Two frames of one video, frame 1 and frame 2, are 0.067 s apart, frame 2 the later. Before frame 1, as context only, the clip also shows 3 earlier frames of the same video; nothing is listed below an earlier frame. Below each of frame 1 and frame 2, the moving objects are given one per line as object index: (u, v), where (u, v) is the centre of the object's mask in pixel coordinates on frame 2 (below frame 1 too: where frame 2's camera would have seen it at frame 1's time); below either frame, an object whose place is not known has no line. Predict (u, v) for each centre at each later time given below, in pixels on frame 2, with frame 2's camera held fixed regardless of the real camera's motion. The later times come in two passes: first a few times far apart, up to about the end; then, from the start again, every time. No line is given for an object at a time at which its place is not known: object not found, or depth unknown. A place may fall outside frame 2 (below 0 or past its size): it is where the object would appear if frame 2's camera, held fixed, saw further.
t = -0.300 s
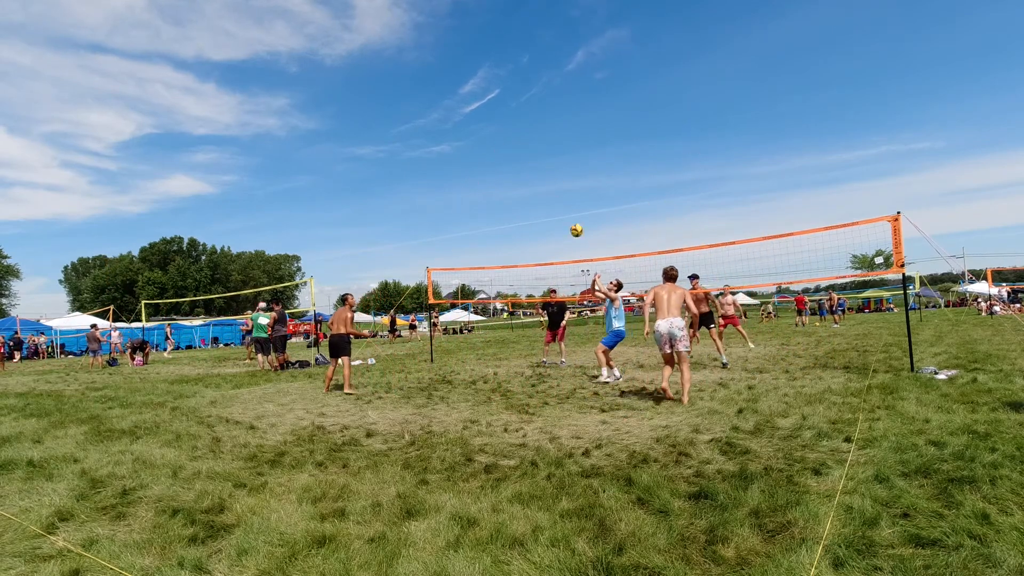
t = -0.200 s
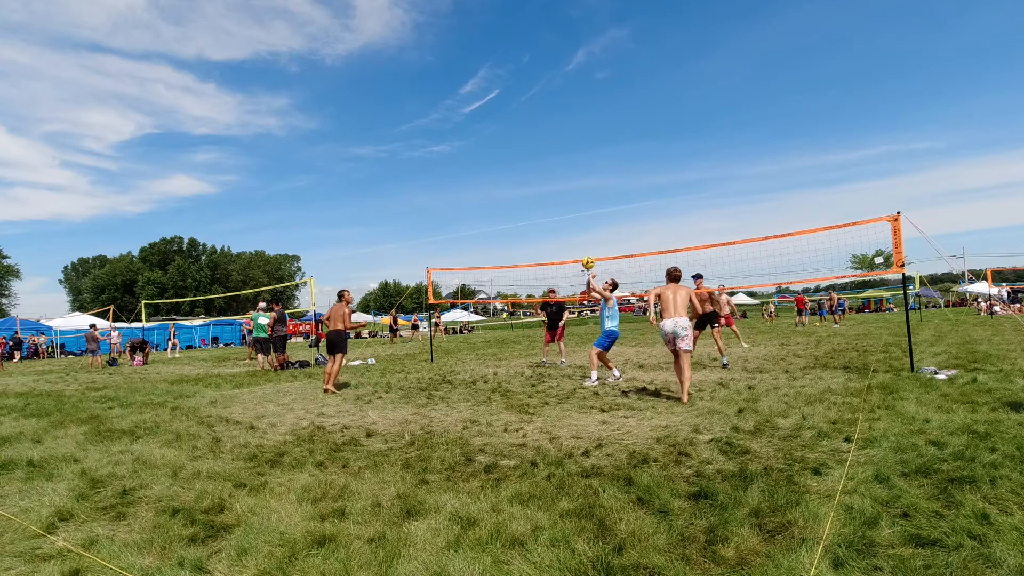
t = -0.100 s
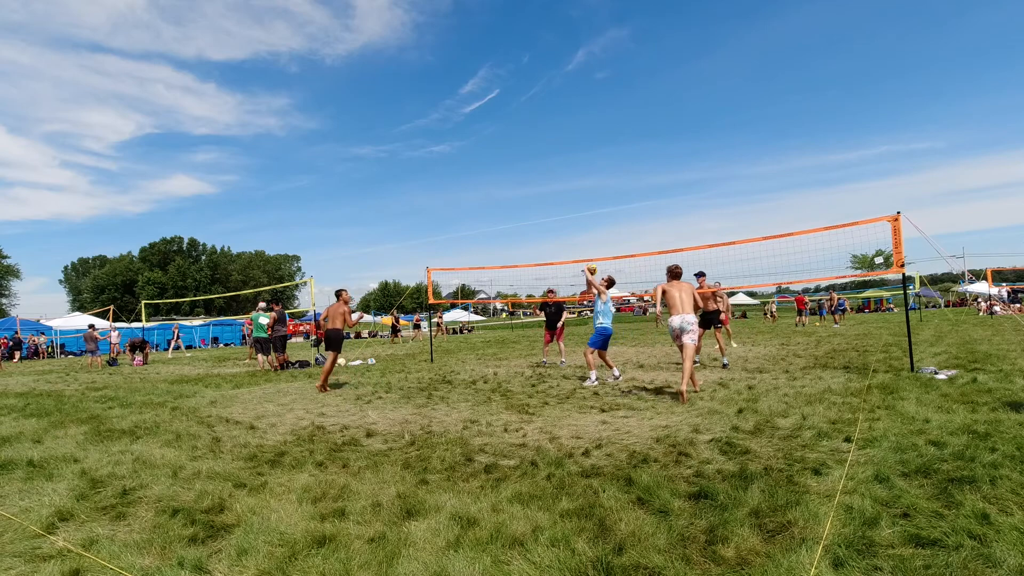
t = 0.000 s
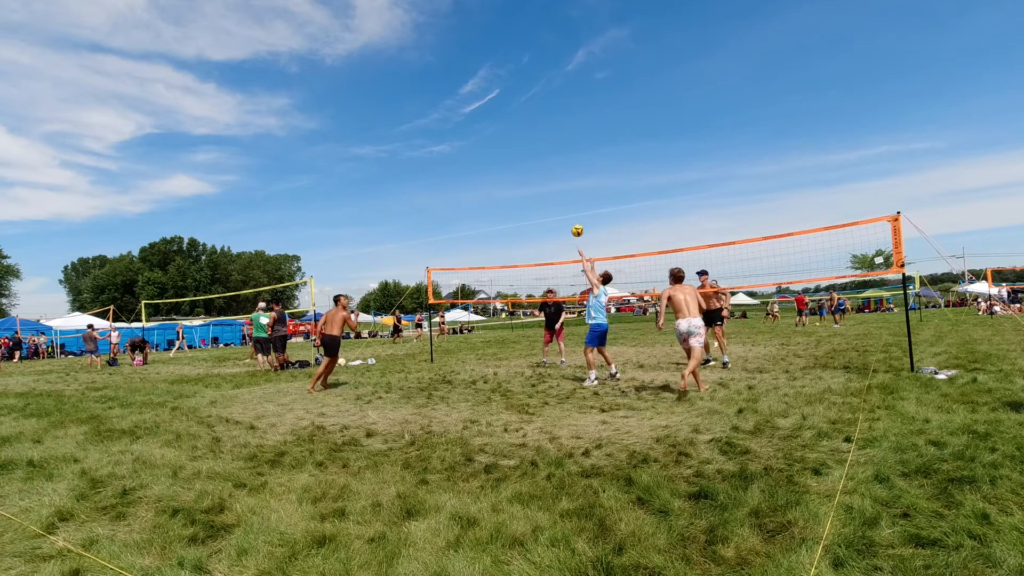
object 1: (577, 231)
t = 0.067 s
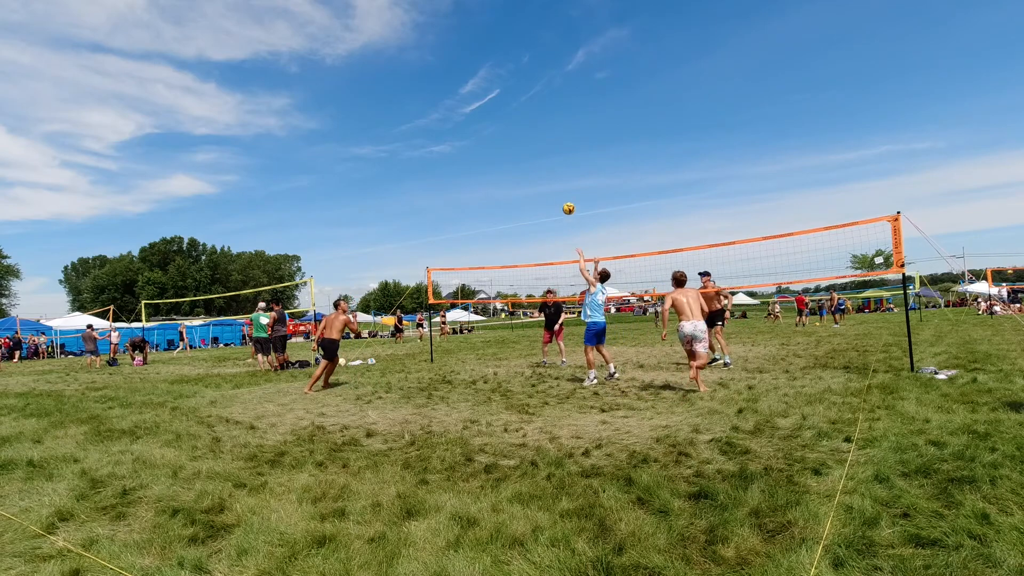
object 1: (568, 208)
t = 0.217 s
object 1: (550, 171)
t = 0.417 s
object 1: (528, 143)
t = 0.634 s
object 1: (507, 138)
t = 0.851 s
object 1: (489, 158)
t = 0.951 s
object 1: (481, 174)
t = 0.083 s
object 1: (566, 204)
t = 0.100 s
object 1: (564, 199)
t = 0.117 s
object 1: (562, 194)
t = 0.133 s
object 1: (560, 190)
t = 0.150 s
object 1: (558, 186)
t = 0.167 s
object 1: (556, 182)
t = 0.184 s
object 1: (554, 178)
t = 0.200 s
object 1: (552, 174)
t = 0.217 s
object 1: (550, 171)
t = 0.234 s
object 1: (548, 168)
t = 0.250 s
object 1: (546, 164)
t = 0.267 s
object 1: (544, 161)
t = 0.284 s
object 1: (542, 159)
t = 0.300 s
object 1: (540, 156)
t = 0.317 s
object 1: (539, 154)
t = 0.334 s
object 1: (537, 152)
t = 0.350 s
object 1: (535, 150)
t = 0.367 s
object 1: (533, 148)
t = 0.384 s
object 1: (531, 146)
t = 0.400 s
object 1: (529, 145)
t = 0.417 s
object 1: (528, 143)
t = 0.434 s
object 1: (526, 142)
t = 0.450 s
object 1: (525, 140)
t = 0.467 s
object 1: (523, 140)
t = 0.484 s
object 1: (521, 139)
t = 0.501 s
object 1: (519, 138)
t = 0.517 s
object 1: (518, 138)
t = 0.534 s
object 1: (516, 138)
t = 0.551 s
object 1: (515, 137)
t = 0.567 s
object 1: (513, 137)
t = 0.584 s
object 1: (511, 137)
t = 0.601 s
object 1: (510, 138)
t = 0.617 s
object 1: (509, 138)
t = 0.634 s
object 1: (507, 138)
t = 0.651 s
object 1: (505, 139)
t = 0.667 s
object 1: (504, 140)
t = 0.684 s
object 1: (502, 141)
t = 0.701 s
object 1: (501, 142)
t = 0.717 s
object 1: (500, 143)
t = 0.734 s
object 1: (498, 145)
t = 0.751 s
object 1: (497, 146)
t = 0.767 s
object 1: (495, 148)
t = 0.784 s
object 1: (494, 149)
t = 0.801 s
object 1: (493, 151)
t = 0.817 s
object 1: (491, 153)
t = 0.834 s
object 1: (490, 156)
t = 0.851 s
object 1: (489, 158)
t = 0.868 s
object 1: (488, 160)
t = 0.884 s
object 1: (486, 163)
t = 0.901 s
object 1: (485, 165)
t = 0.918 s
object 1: (484, 168)
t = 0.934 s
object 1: (483, 171)
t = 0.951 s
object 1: (481, 174)
